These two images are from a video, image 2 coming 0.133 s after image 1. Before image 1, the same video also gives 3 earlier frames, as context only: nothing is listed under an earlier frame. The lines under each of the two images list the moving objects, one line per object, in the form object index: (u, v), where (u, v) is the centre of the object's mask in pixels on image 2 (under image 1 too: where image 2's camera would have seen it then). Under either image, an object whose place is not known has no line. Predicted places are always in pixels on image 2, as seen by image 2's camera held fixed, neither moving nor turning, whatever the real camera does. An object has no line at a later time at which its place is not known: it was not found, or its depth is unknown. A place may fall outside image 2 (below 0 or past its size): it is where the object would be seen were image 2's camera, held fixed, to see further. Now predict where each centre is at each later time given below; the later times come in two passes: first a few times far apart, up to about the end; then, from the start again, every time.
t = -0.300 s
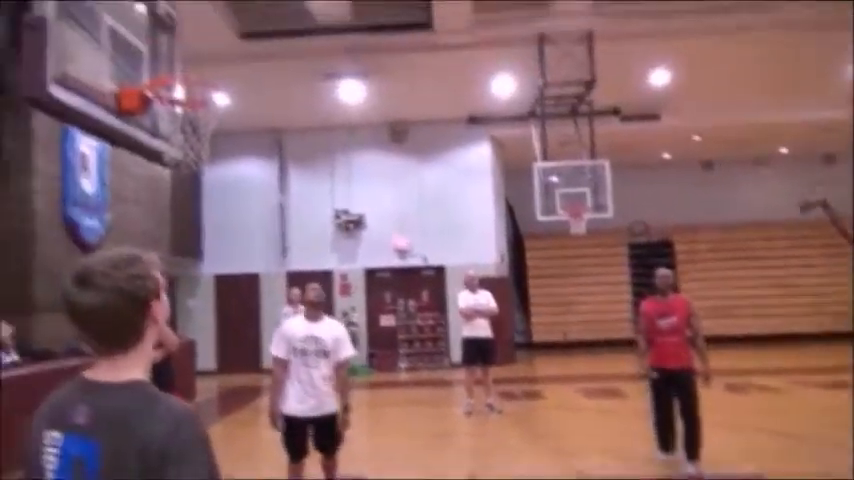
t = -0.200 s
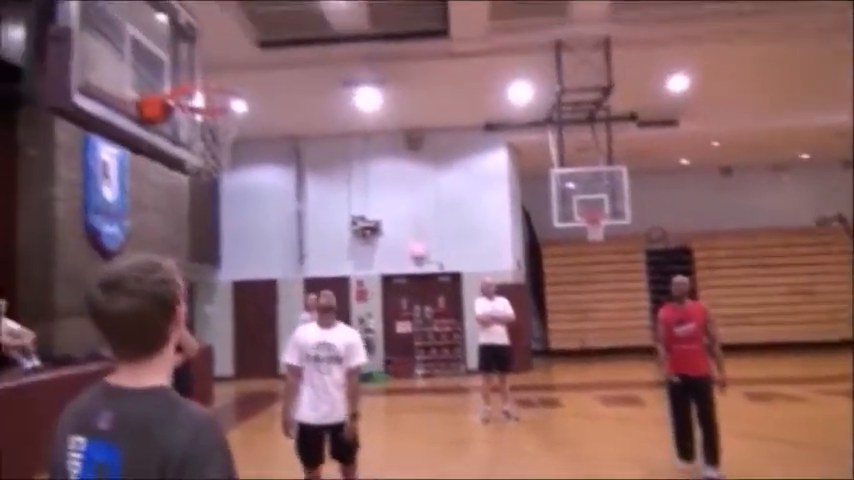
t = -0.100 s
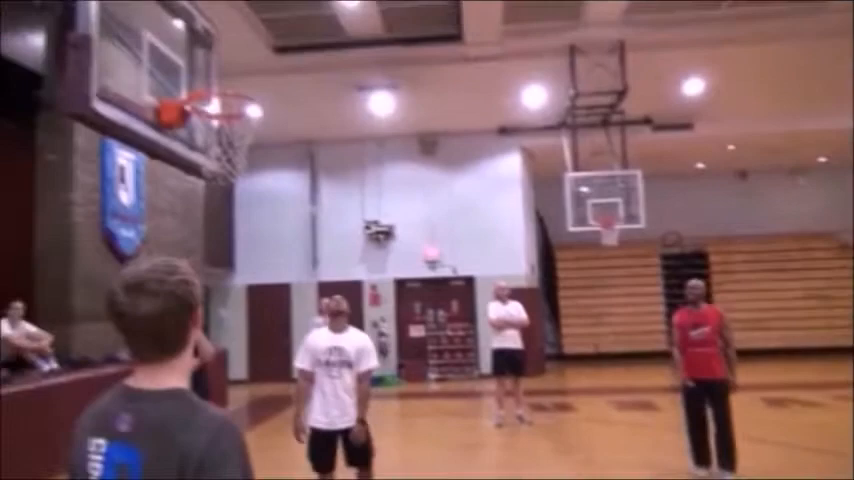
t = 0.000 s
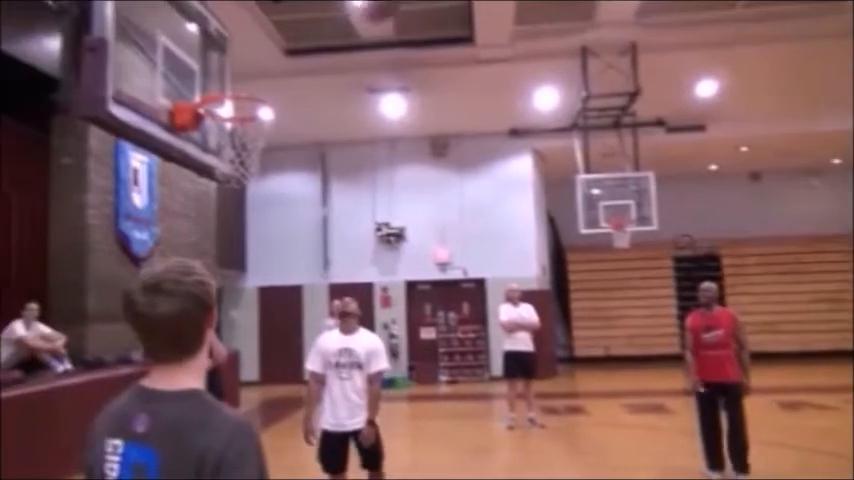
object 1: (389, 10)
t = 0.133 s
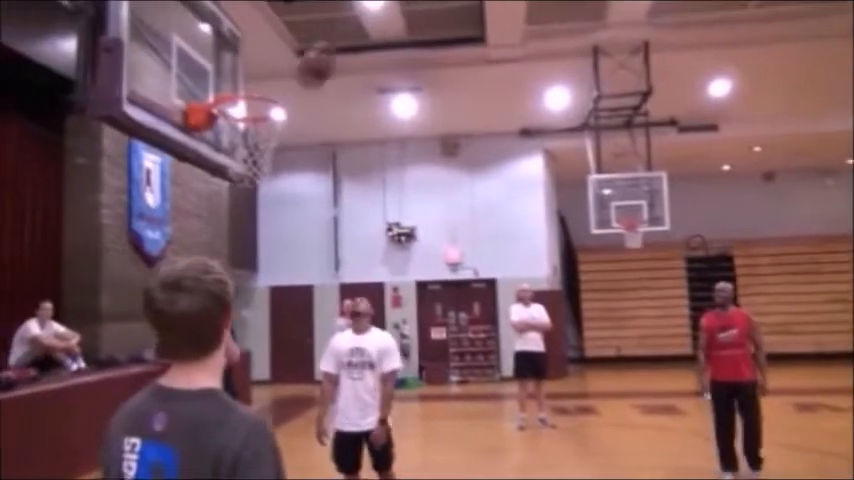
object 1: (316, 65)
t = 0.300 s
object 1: (291, 70)
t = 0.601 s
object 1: (295, 89)
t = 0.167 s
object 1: (298, 88)
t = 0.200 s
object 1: (290, 91)
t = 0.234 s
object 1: (290, 82)
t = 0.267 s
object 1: (291, 76)
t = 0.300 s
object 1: (291, 70)
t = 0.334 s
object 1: (291, 66)
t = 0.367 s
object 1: (291, 63)
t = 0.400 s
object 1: (292, 63)
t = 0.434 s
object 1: (292, 63)
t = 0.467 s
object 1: (292, 65)
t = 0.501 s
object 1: (293, 70)
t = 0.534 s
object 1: (293, 75)
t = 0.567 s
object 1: (294, 81)
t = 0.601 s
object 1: (295, 89)
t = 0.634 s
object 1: (296, 97)
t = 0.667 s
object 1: (297, 110)
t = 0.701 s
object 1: (298, 122)
